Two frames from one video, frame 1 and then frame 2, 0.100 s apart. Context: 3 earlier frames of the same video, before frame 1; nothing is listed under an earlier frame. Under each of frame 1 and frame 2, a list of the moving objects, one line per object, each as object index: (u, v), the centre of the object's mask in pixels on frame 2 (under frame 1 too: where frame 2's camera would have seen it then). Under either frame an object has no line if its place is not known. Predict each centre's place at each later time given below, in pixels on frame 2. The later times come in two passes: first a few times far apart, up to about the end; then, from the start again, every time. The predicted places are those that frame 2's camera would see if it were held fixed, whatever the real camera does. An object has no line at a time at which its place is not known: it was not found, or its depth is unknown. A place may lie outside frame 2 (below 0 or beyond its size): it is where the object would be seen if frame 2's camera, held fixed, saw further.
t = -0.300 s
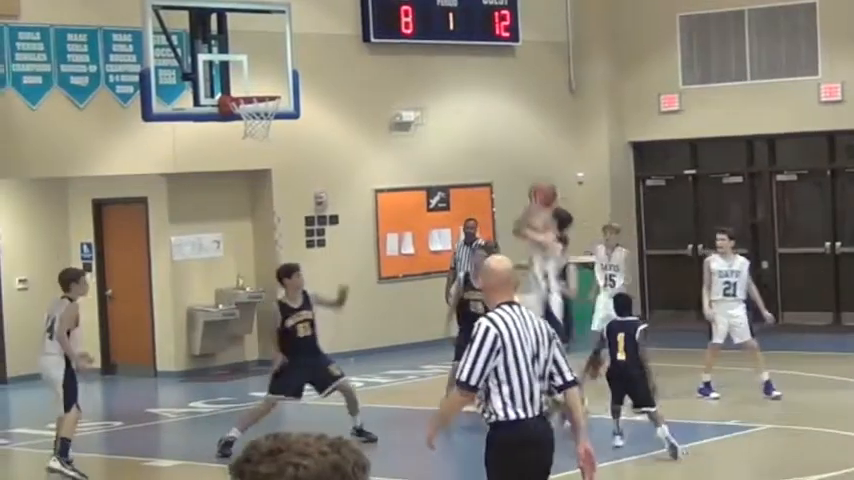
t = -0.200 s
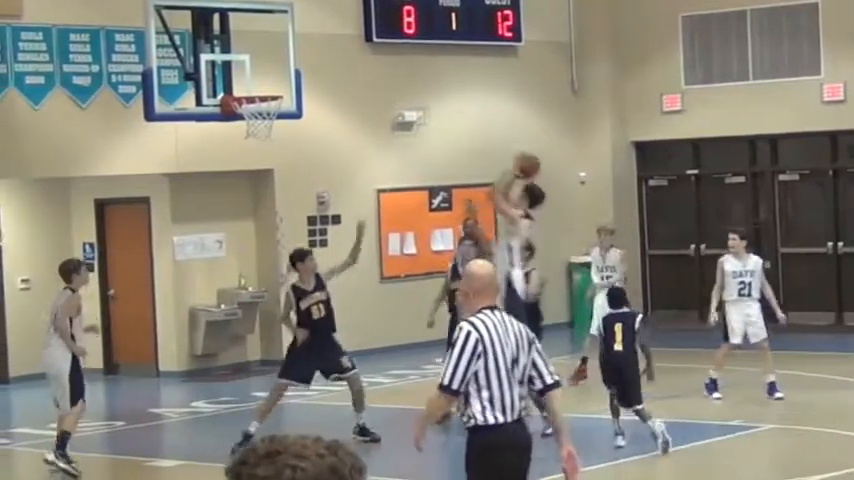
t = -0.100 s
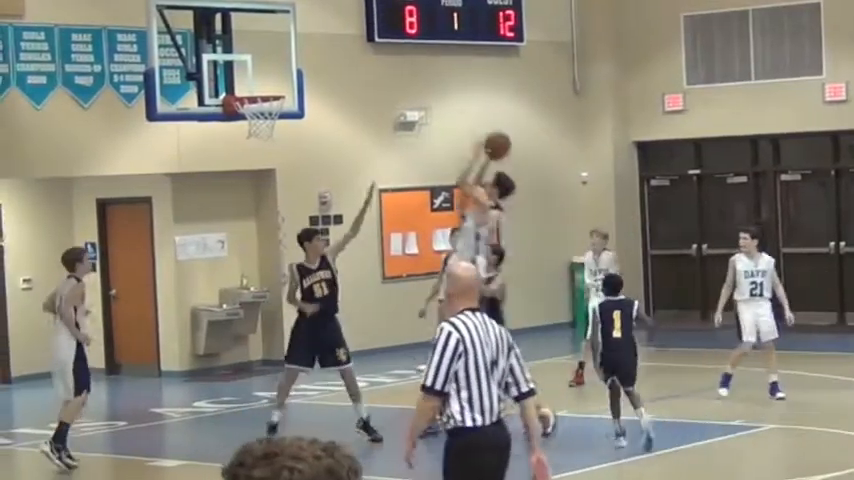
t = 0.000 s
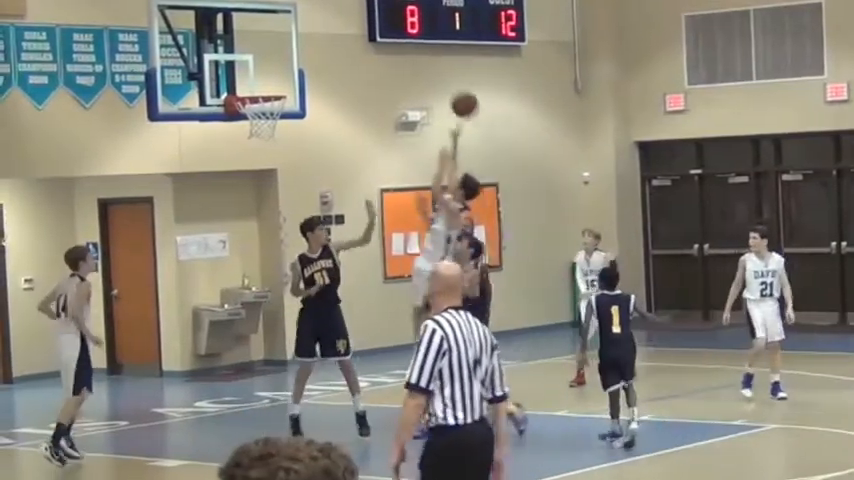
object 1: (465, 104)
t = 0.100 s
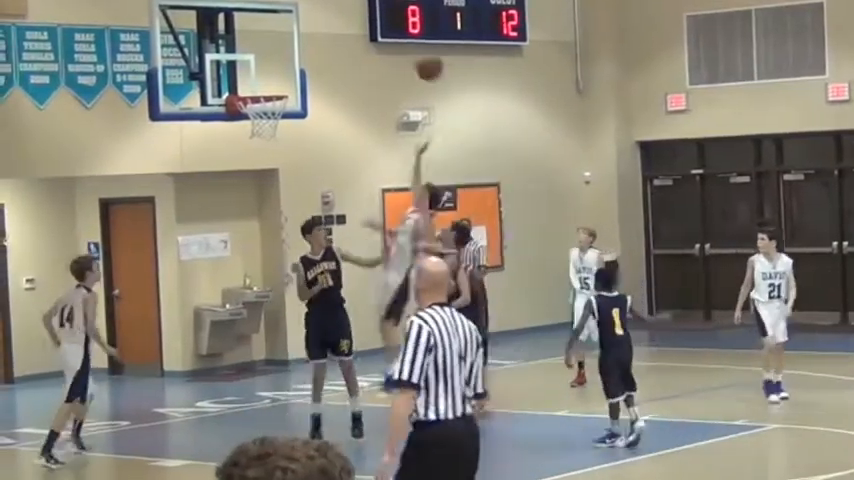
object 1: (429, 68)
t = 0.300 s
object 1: (359, 28)
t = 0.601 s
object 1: (267, 51)
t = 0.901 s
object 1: (277, 119)
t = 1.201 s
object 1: (280, 142)
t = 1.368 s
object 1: (284, 197)
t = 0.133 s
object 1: (417, 60)
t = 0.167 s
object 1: (406, 48)
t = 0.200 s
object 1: (393, 41)
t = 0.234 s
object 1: (382, 35)
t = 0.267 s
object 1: (370, 31)
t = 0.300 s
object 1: (359, 28)
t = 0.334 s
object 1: (348, 26)
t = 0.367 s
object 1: (338, 25)
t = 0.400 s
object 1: (327, 25)
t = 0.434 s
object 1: (317, 27)
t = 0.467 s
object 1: (307, 29)
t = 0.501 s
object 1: (296, 33)
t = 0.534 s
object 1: (287, 38)
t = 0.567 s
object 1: (277, 44)
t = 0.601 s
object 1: (267, 51)
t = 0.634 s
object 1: (258, 60)
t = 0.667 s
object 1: (249, 70)
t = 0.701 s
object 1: (245, 78)
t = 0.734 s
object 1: (250, 85)
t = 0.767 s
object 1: (257, 90)
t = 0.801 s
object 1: (263, 102)
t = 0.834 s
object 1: (270, 114)
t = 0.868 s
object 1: (275, 120)
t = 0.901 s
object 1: (277, 119)
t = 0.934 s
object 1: (277, 116)
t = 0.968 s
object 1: (277, 116)
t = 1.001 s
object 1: (277, 116)
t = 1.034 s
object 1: (277, 118)
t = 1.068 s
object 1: (277, 120)
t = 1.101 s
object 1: (278, 123)
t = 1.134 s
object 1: (279, 130)
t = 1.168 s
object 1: (280, 135)
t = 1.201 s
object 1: (280, 142)
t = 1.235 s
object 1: (281, 150)
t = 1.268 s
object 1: (282, 160)
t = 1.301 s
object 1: (282, 171)
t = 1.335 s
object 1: (283, 183)
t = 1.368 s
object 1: (284, 197)
